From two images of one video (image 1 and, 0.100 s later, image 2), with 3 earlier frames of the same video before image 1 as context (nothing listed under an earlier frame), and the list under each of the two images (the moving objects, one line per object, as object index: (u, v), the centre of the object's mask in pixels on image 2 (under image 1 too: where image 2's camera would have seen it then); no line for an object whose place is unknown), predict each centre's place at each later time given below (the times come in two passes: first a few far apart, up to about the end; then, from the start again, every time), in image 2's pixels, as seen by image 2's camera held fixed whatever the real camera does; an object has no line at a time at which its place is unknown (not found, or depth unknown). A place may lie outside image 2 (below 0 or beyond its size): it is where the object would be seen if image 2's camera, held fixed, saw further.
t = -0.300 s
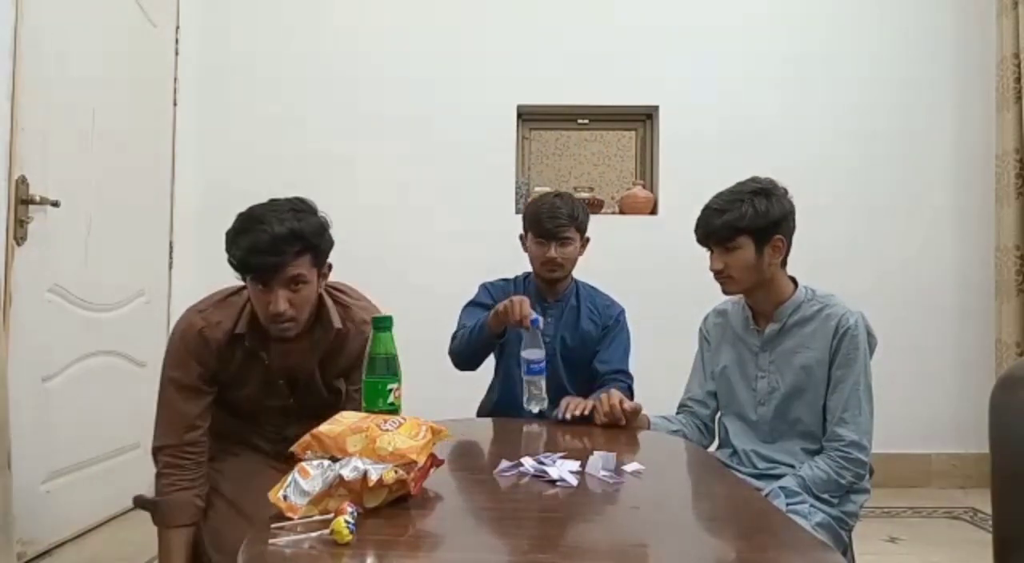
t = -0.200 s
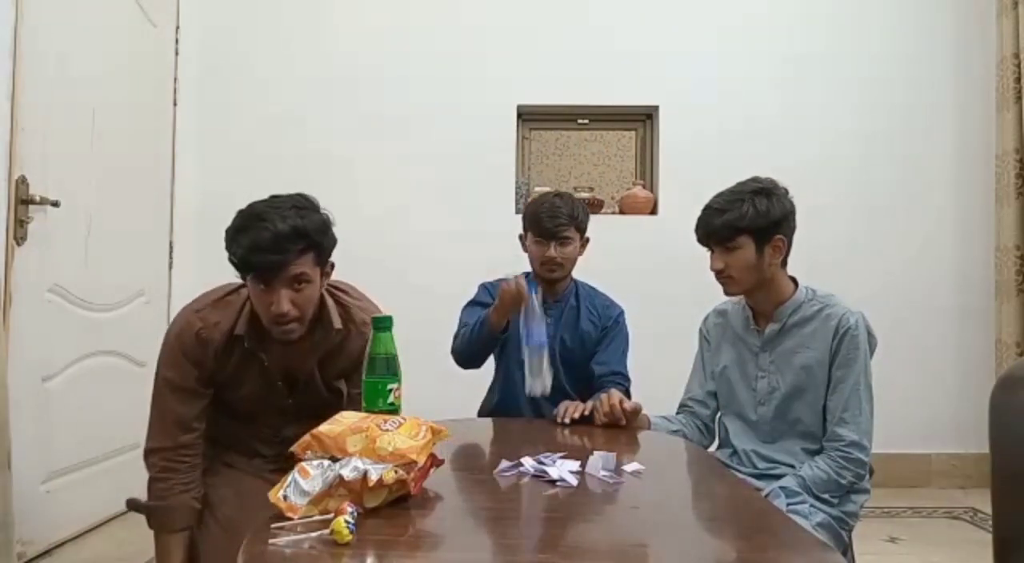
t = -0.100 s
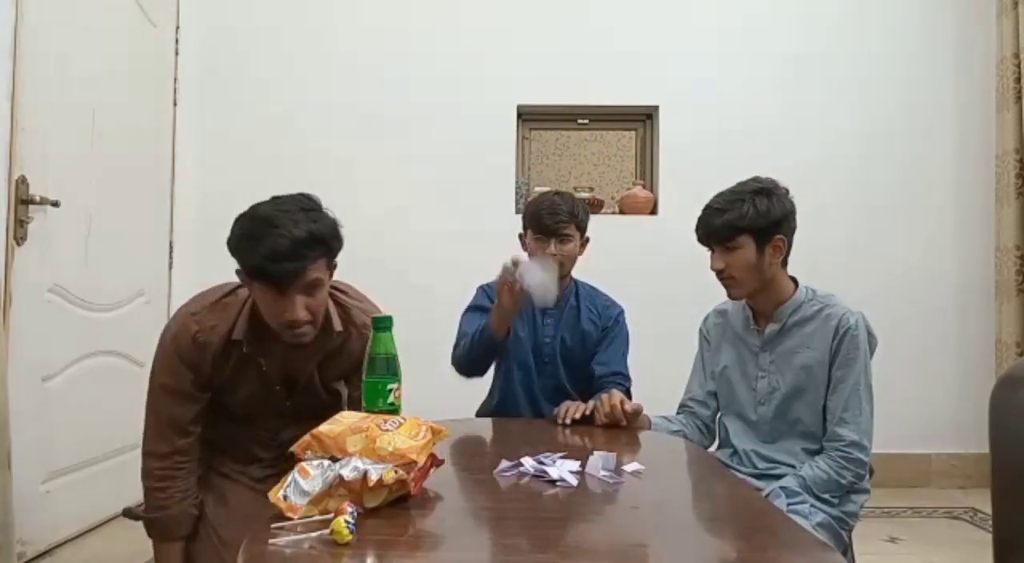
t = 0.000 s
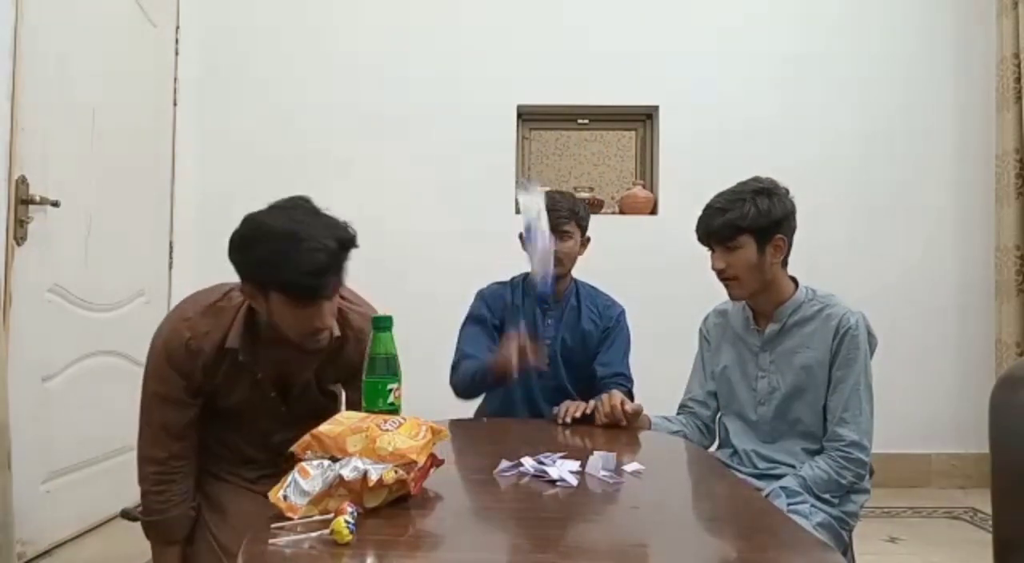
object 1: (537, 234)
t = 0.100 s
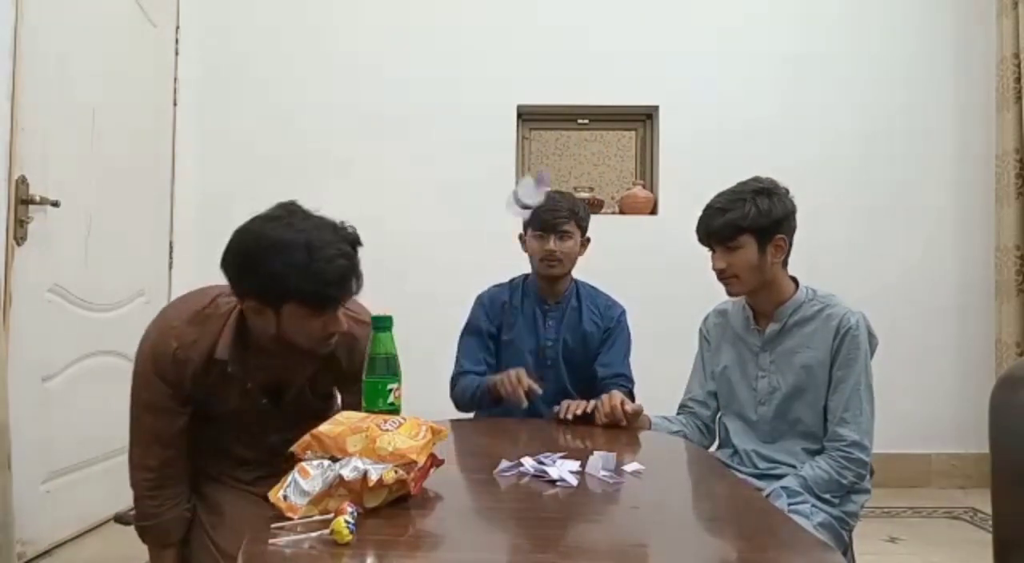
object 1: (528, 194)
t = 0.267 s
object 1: (509, 282)
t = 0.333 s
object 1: (502, 365)
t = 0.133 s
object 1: (524, 199)
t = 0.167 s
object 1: (521, 205)
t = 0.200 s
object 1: (517, 225)
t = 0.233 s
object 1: (513, 250)
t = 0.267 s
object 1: (509, 282)
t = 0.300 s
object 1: (505, 320)
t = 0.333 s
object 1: (502, 365)
